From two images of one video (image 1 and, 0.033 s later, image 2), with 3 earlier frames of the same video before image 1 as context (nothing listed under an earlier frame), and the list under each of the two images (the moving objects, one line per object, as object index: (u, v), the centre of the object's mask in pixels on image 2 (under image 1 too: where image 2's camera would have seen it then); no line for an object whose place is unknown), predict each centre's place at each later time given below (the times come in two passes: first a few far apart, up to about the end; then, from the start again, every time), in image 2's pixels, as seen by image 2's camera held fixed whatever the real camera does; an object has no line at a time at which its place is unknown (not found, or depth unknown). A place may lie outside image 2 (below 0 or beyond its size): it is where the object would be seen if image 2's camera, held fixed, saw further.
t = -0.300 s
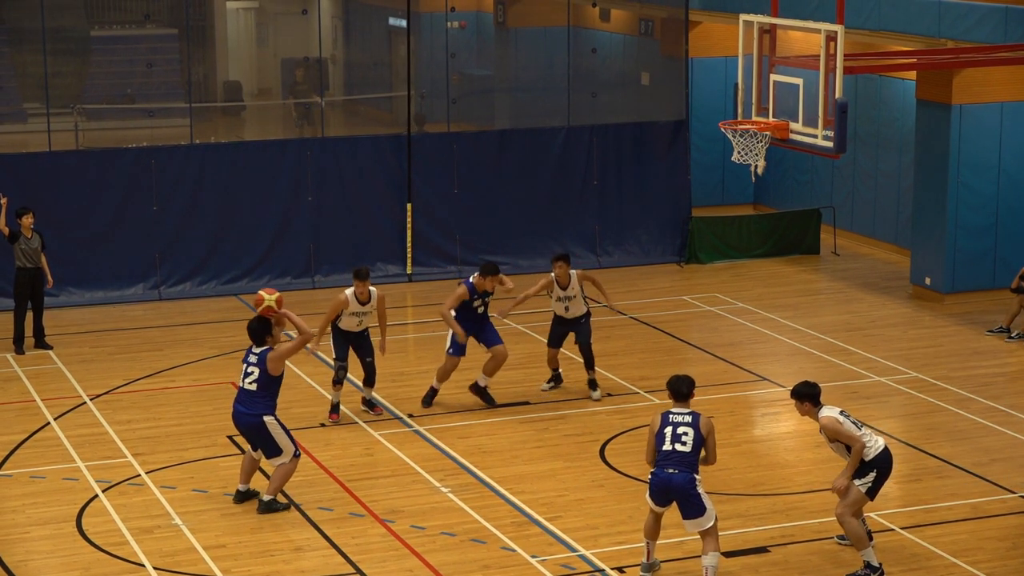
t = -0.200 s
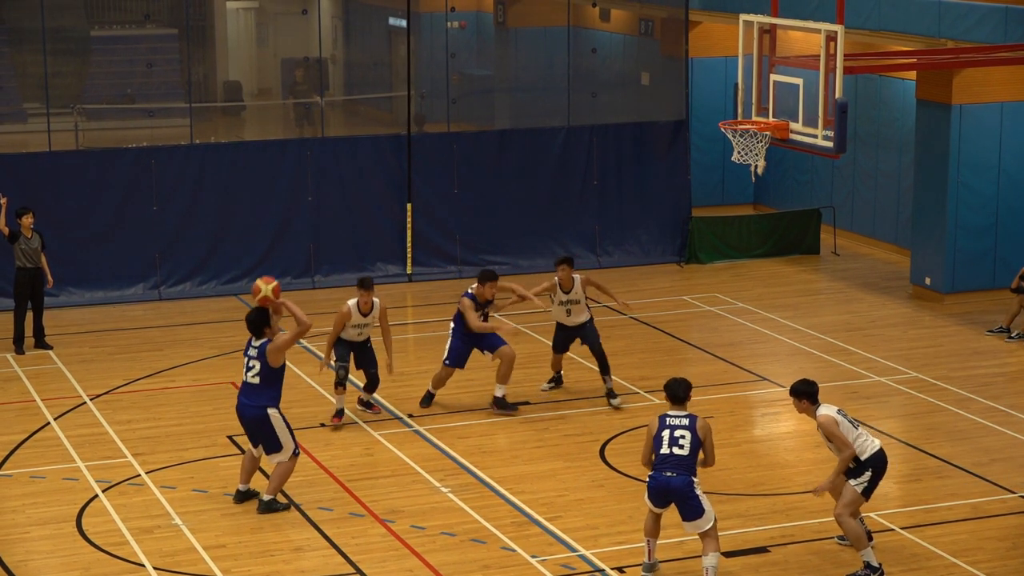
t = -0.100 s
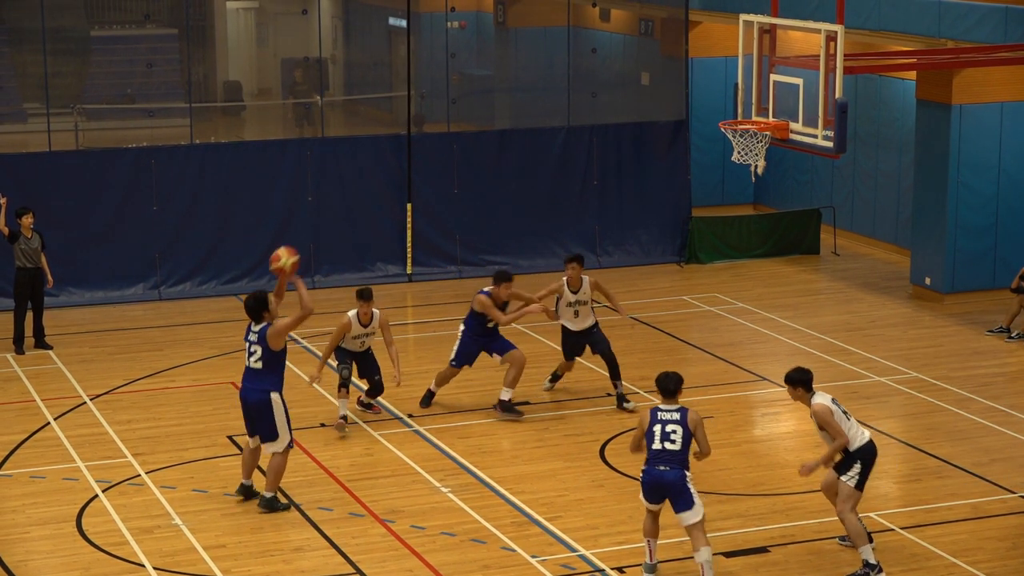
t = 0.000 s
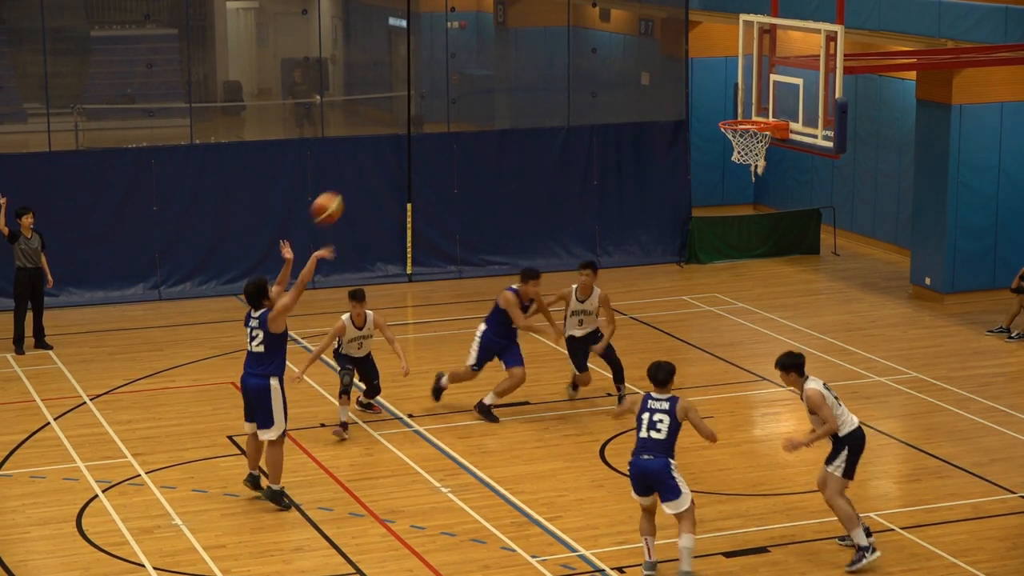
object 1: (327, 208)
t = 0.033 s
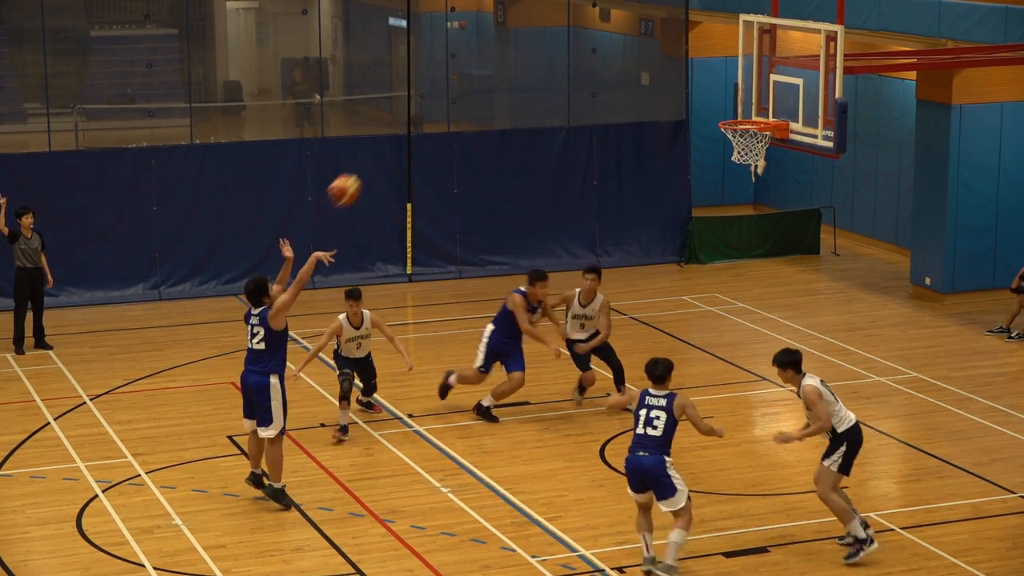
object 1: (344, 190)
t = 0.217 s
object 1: (438, 113)
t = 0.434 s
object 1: (547, 74)
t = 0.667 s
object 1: (658, 91)
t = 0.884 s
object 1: (662, 122)
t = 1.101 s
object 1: (562, 158)
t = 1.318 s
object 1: (464, 243)
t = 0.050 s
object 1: (353, 181)
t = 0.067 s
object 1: (361, 173)
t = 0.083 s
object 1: (370, 165)
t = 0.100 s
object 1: (379, 157)
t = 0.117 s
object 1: (388, 150)
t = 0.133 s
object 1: (396, 142)
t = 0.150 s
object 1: (404, 136)
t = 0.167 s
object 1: (413, 130)
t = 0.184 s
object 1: (421, 124)
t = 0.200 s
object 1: (430, 119)
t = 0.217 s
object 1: (438, 113)
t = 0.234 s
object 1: (447, 108)
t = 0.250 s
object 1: (456, 104)
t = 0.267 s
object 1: (465, 100)
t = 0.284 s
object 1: (473, 95)
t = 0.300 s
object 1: (481, 92)
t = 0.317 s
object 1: (489, 88)
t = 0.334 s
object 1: (497, 86)
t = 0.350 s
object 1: (506, 83)
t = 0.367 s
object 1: (514, 80)
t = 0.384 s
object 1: (522, 78)
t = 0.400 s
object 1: (531, 76)
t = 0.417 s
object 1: (539, 75)
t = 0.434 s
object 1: (547, 74)
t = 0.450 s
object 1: (555, 73)
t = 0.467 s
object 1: (564, 73)
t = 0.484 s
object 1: (572, 73)
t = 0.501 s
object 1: (579, 72)
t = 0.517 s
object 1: (587, 73)
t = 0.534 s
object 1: (595, 73)
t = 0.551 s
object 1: (603, 74)
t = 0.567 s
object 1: (611, 76)
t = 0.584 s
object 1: (619, 78)
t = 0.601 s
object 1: (627, 80)
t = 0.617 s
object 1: (635, 82)
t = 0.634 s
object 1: (642, 84)
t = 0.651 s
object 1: (650, 87)
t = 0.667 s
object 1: (658, 91)
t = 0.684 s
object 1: (665, 94)
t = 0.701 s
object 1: (672, 98)
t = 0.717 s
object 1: (680, 102)
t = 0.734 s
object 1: (688, 106)
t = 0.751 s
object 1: (696, 111)
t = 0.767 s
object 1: (704, 116)
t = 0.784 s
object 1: (708, 120)
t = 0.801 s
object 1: (702, 121)
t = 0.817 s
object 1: (694, 120)
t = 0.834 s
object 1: (686, 120)
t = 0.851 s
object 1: (677, 120)
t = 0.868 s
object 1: (670, 121)
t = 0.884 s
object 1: (662, 122)
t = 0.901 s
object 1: (654, 123)
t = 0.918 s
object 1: (646, 124)
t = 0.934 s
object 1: (638, 126)
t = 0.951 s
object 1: (631, 127)
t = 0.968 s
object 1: (623, 130)
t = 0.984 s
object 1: (615, 132)
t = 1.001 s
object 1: (607, 135)
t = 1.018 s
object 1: (599, 138)
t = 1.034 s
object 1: (592, 142)
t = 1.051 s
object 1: (584, 146)
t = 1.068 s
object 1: (577, 150)
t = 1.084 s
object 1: (569, 154)
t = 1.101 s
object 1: (562, 158)
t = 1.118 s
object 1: (554, 163)
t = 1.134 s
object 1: (546, 168)
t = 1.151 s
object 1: (539, 173)
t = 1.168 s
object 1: (531, 179)
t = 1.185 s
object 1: (523, 185)
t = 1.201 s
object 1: (516, 191)
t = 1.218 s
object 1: (508, 198)
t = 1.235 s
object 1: (501, 205)
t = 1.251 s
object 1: (493, 212)
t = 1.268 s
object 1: (486, 219)
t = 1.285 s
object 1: (479, 227)
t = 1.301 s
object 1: (471, 235)
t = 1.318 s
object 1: (464, 243)
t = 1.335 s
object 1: (456, 252)
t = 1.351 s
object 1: (450, 260)
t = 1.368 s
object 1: (442, 268)
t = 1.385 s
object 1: (435, 277)
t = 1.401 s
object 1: (427, 287)
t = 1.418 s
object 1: (420, 297)
